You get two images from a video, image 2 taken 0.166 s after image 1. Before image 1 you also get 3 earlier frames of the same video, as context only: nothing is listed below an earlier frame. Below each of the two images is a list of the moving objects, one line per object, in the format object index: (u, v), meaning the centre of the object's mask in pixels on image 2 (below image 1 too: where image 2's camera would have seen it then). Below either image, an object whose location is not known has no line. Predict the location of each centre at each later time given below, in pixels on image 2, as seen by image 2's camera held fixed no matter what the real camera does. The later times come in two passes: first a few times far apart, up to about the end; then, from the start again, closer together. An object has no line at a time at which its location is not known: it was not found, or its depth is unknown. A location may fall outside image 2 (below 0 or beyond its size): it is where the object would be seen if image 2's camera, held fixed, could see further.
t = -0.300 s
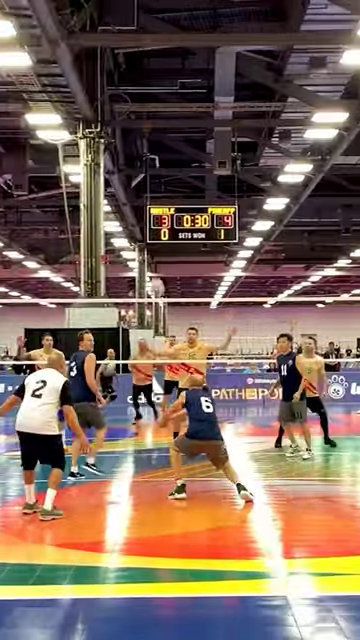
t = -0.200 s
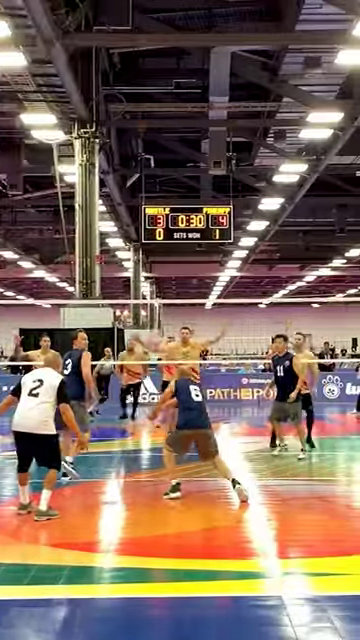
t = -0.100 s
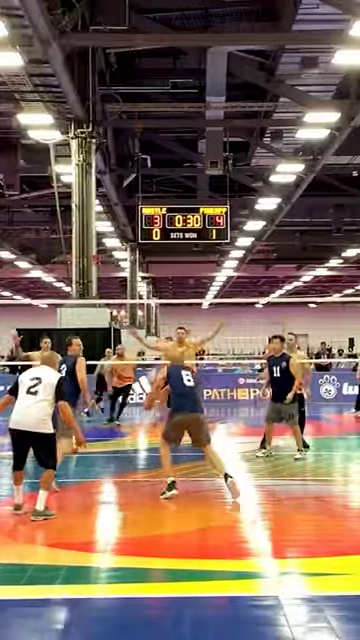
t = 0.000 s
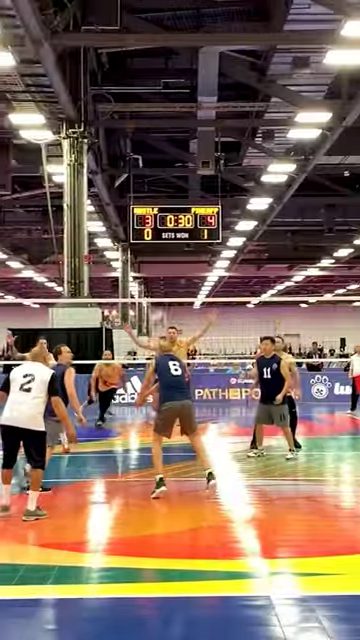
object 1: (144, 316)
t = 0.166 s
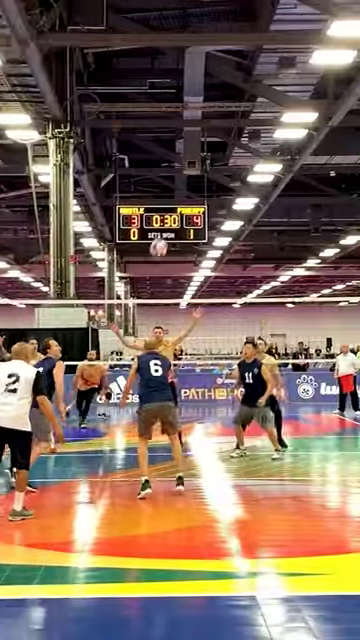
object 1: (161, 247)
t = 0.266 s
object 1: (171, 216)
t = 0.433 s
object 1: (182, 186)
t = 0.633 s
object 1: (198, 178)
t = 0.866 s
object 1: (216, 204)
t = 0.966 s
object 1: (222, 226)
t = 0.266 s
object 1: (171, 216)
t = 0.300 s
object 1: (173, 207)
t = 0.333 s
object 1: (175, 201)
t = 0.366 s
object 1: (178, 195)
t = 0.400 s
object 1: (180, 191)
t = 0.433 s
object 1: (182, 186)
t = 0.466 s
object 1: (185, 183)
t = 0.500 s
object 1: (188, 181)
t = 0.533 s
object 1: (191, 180)
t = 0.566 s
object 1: (193, 178)
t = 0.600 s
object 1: (194, 177)
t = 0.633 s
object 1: (198, 178)
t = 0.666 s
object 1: (201, 180)
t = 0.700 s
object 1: (202, 182)
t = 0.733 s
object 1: (205, 185)
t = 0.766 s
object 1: (207, 189)
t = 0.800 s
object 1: (211, 193)
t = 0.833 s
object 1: (213, 199)
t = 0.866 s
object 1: (216, 204)
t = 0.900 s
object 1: (218, 211)
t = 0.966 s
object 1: (222, 226)
